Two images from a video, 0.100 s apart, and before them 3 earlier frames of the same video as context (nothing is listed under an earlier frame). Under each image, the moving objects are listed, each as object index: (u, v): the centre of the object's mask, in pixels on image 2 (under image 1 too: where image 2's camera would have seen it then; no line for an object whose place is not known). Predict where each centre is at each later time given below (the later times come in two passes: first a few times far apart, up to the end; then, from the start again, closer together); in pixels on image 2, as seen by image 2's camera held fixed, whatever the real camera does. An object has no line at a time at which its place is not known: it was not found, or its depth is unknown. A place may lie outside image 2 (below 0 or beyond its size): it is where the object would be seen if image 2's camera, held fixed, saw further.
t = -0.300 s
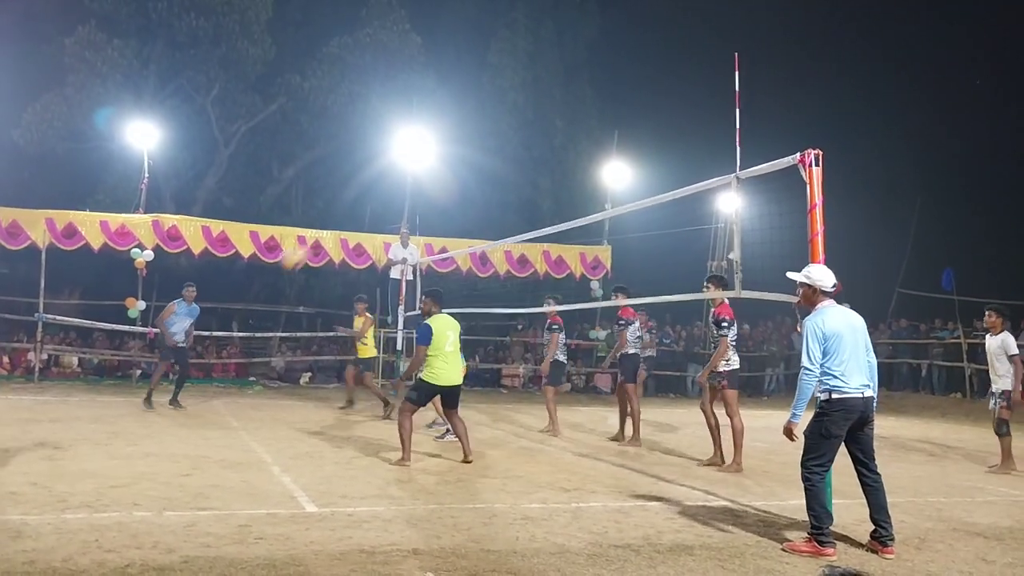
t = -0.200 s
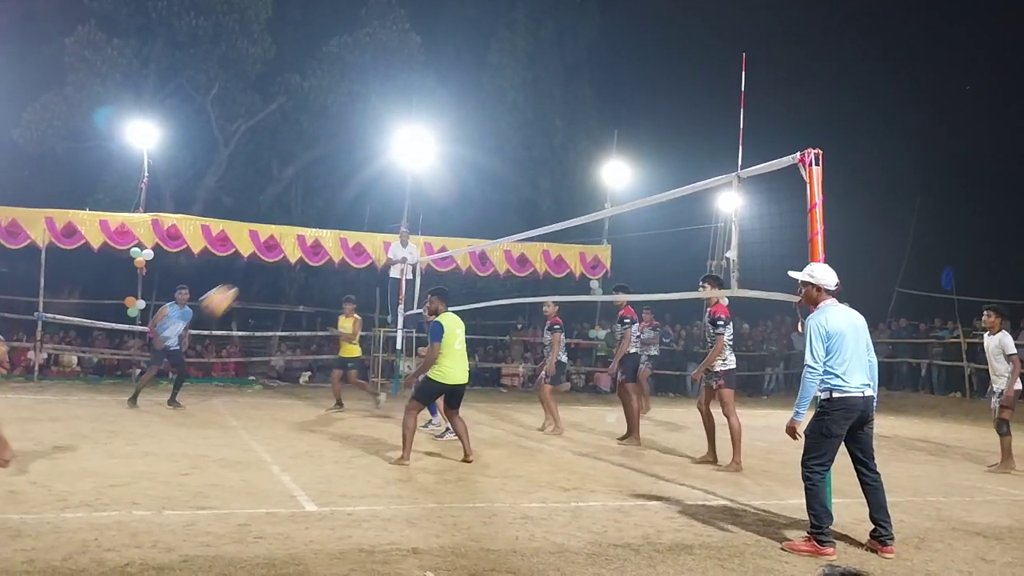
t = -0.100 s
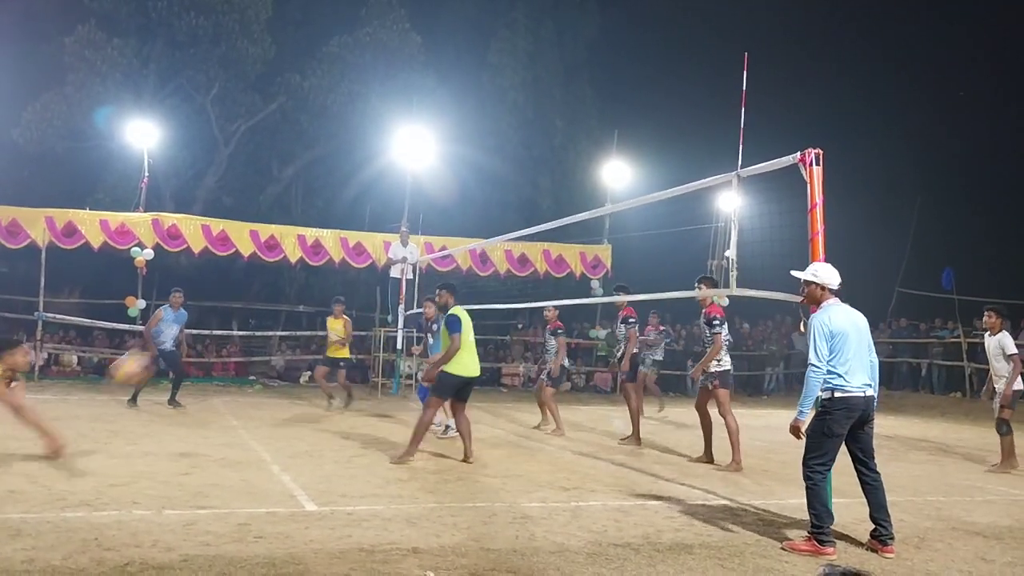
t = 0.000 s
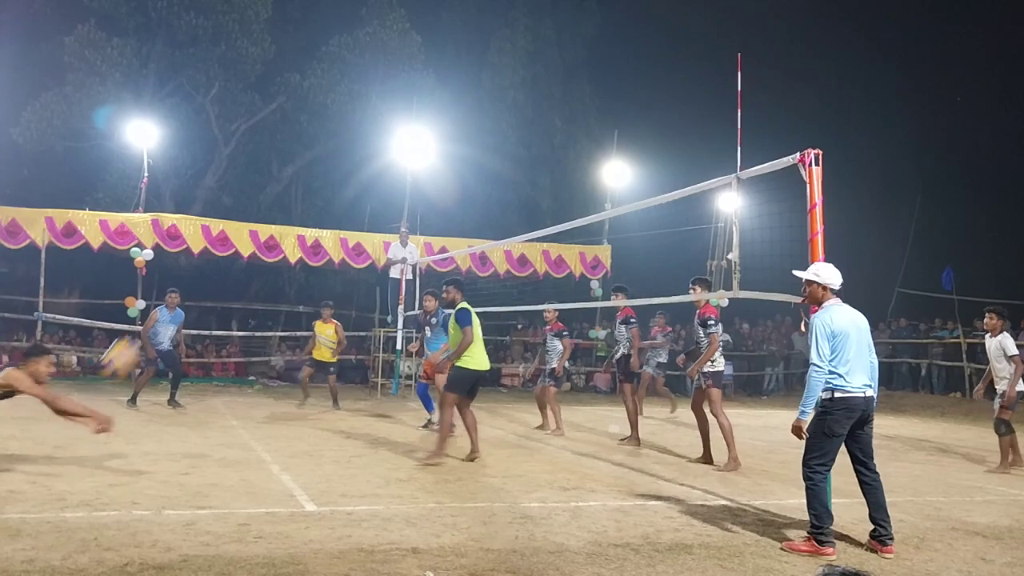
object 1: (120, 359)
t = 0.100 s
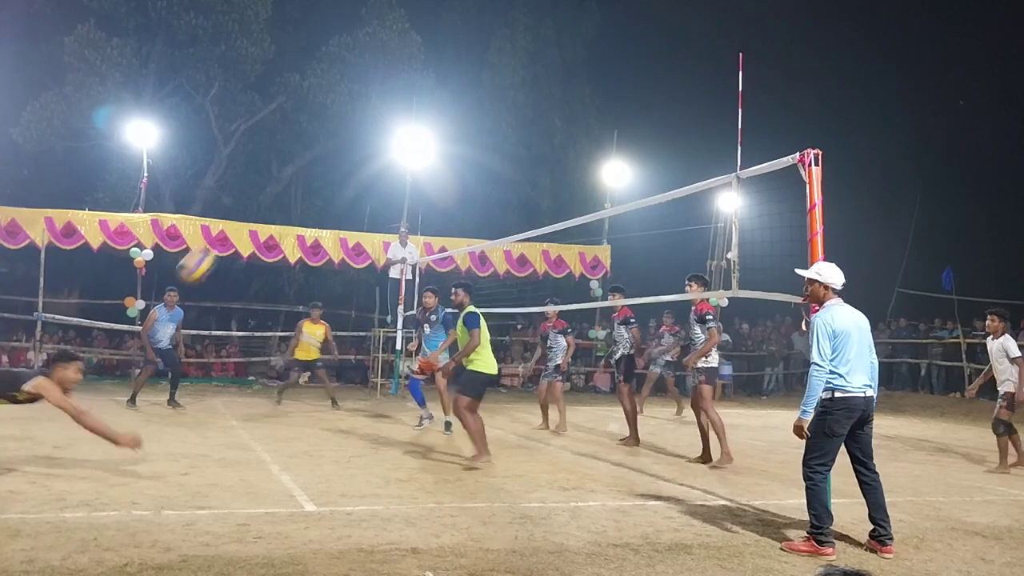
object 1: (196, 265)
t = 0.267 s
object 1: (312, 148)
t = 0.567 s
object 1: (484, 41)
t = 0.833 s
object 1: (610, 37)
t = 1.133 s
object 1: (729, 118)
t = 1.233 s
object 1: (762, 157)
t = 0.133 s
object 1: (220, 240)
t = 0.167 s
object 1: (247, 209)
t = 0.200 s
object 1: (268, 189)
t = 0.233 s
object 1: (290, 167)
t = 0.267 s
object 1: (312, 148)
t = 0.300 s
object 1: (333, 130)
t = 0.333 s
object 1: (354, 113)
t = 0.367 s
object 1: (373, 98)
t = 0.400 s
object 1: (393, 85)
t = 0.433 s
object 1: (413, 73)
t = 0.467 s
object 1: (432, 62)
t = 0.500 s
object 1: (449, 54)
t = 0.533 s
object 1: (467, 47)
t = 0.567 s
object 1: (484, 41)
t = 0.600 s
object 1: (500, 36)
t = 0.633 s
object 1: (517, 33)
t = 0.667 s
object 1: (533, 30)
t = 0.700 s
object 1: (549, 29)
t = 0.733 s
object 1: (565, 29)
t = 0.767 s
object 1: (580, 31)
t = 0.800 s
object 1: (595, 33)
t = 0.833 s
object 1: (610, 37)
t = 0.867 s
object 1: (624, 42)
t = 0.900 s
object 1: (638, 48)
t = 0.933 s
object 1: (651, 55)
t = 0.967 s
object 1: (665, 63)
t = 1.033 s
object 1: (692, 82)
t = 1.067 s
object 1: (705, 93)
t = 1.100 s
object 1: (717, 105)
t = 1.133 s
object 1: (729, 118)
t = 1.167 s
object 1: (742, 133)
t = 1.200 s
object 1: (754, 148)
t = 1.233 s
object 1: (762, 157)
